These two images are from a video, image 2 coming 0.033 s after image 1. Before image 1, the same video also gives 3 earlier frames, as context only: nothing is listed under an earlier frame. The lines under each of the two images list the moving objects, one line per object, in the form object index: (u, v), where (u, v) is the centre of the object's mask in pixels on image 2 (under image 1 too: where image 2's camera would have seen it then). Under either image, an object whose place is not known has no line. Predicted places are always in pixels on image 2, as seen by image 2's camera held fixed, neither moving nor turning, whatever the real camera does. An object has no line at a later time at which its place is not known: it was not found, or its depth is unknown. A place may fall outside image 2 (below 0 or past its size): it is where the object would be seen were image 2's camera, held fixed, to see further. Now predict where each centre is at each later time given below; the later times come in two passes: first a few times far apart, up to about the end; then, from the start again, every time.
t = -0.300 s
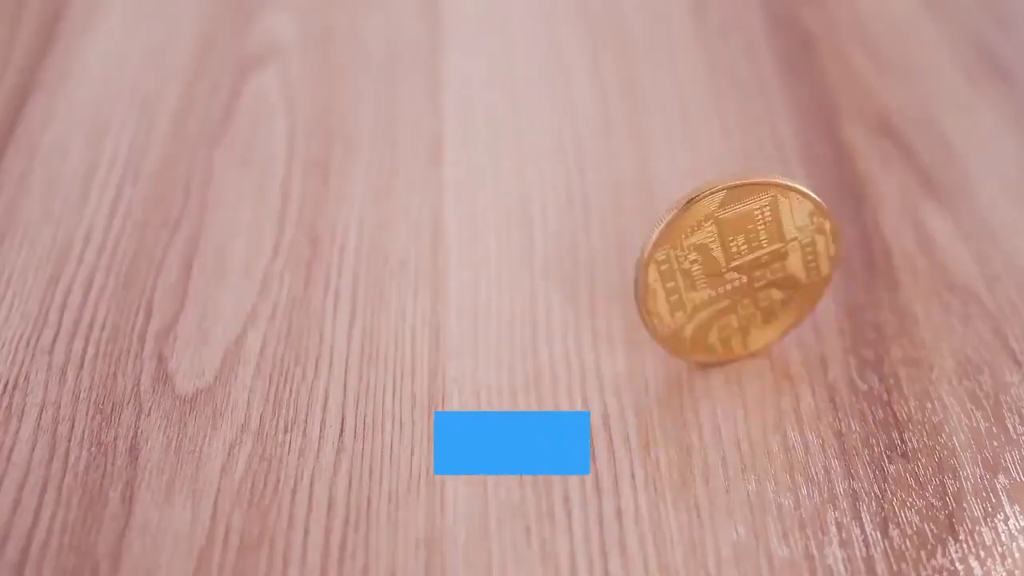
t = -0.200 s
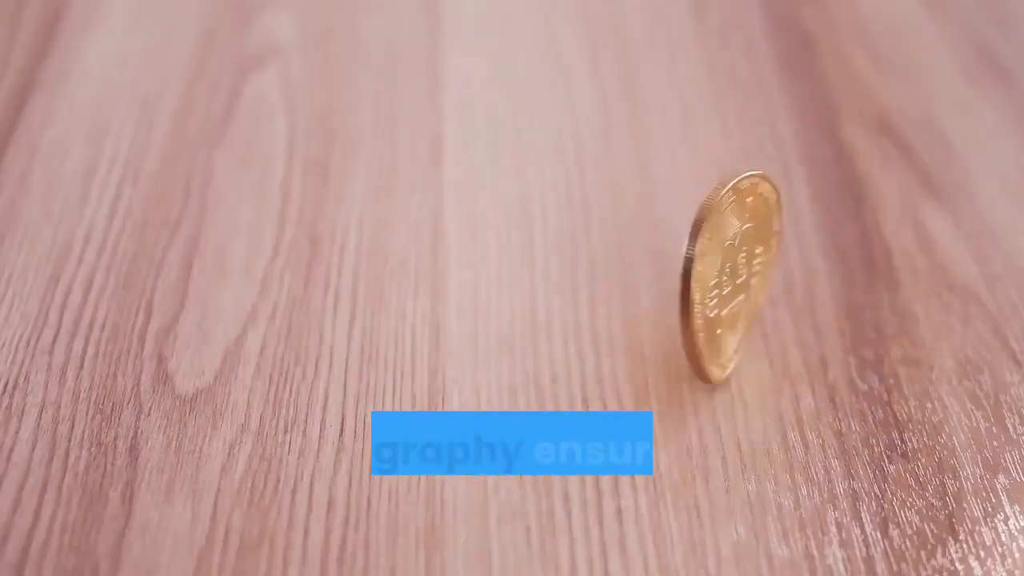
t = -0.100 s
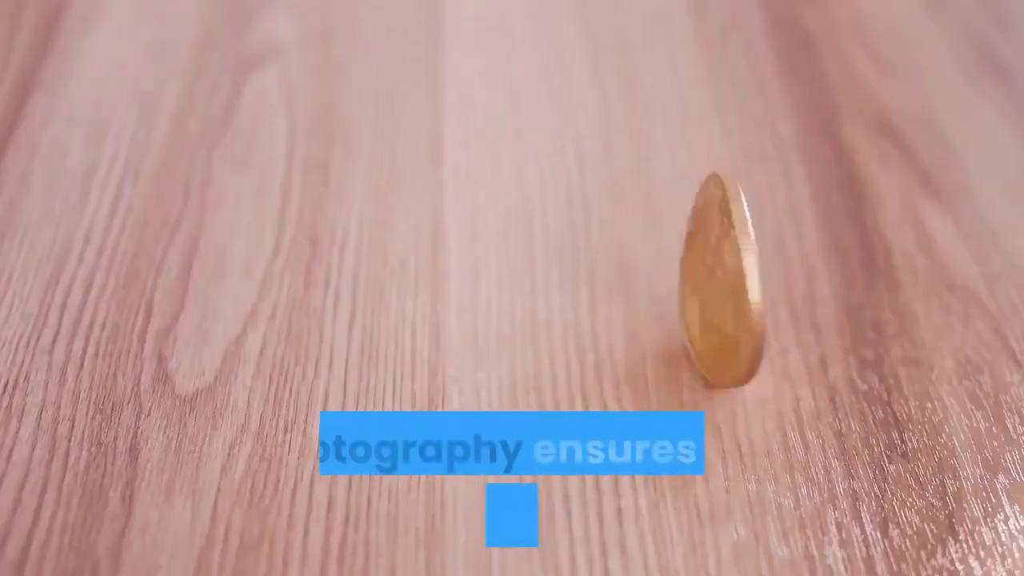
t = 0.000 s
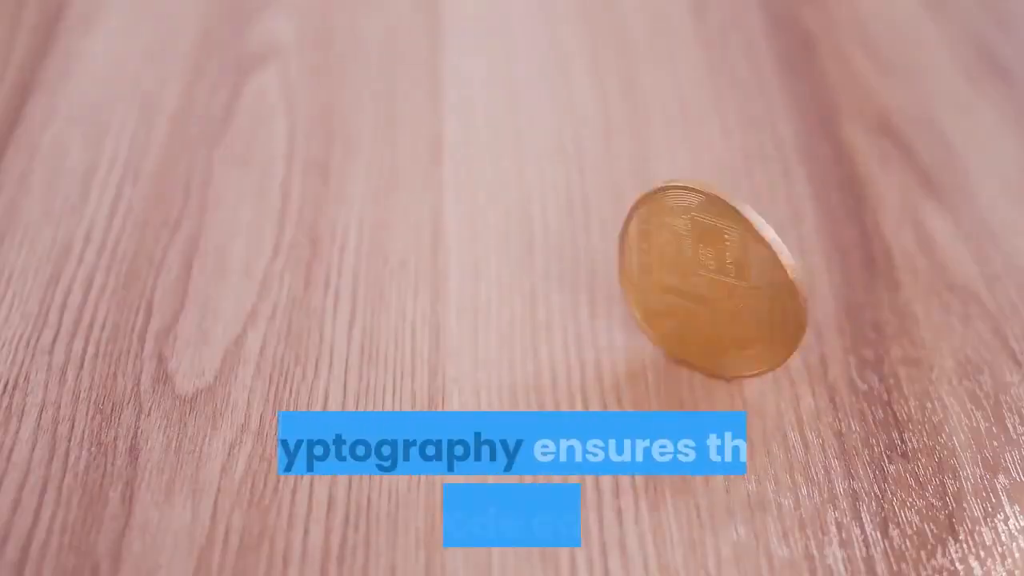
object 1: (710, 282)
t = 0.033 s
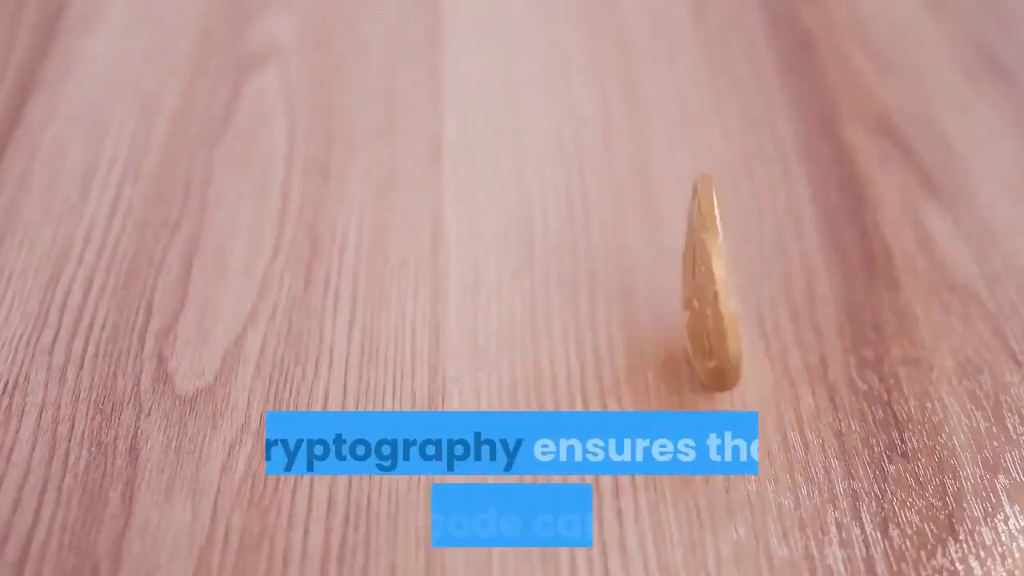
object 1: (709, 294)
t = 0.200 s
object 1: (684, 283)
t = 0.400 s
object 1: (669, 290)
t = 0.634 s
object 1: (644, 285)
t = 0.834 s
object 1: (626, 278)
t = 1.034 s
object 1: (624, 286)
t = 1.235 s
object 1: (615, 262)
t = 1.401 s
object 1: (592, 297)
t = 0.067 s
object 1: (699, 281)
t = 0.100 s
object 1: (695, 283)
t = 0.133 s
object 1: (697, 286)
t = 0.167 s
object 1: (692, 303)
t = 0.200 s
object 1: (684, 283)
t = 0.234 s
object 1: (682, 283)
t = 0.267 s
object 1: (684, 287)
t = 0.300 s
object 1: (677, 270)
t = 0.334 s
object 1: (670, 285)
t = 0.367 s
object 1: (669, 285)
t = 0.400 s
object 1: (669, 290)
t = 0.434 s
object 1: (663, 277)
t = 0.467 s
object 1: (655, 283)
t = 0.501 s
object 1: (656, 284)
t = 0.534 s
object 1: (656, 292)
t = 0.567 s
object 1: (647, 281)
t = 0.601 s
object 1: (642, 283)
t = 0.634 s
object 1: (644, 285)
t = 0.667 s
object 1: (641, 297)
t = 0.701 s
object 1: (635, 280)
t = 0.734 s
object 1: (633, 278)
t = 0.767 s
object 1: (637, 282)
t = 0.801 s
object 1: (632, 268)
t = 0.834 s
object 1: (626, 278)
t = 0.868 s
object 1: (626, 277)
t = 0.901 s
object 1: (629, 282)
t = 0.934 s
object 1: (624, 269)
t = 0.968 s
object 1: (619, 271)
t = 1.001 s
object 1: (623, 272)
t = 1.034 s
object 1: (624, 286)
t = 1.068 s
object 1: (617, 268)
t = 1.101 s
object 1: (615, 268)
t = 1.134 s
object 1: (620, 271)
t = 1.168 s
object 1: (619, 250)
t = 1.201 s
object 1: (612, 262)
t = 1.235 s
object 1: (615, 262)
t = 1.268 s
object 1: (618, 268)
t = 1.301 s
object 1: (612, 259)
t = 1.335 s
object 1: (602, 261)
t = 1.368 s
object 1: (602, 271)
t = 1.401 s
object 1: (592, 297)
